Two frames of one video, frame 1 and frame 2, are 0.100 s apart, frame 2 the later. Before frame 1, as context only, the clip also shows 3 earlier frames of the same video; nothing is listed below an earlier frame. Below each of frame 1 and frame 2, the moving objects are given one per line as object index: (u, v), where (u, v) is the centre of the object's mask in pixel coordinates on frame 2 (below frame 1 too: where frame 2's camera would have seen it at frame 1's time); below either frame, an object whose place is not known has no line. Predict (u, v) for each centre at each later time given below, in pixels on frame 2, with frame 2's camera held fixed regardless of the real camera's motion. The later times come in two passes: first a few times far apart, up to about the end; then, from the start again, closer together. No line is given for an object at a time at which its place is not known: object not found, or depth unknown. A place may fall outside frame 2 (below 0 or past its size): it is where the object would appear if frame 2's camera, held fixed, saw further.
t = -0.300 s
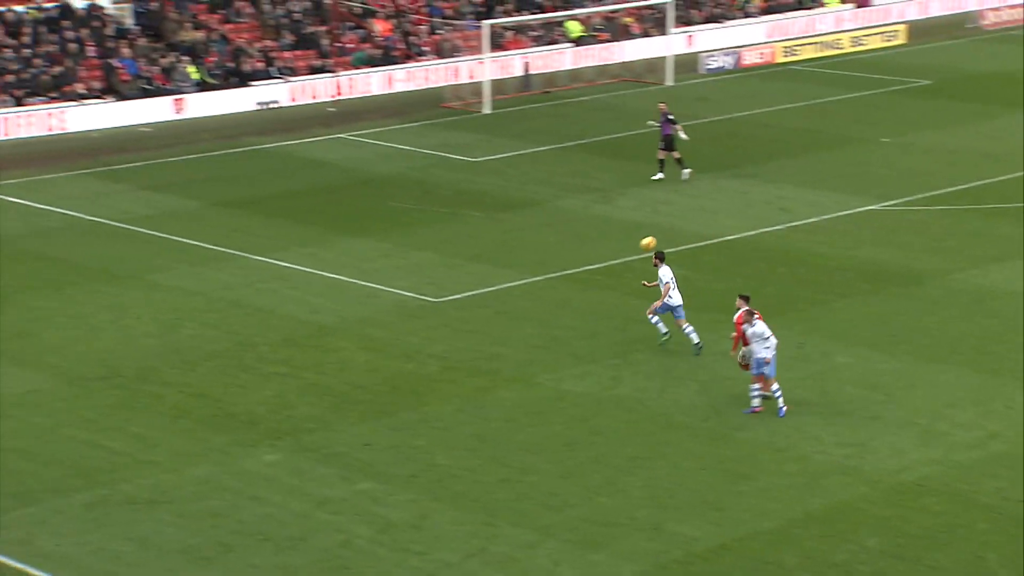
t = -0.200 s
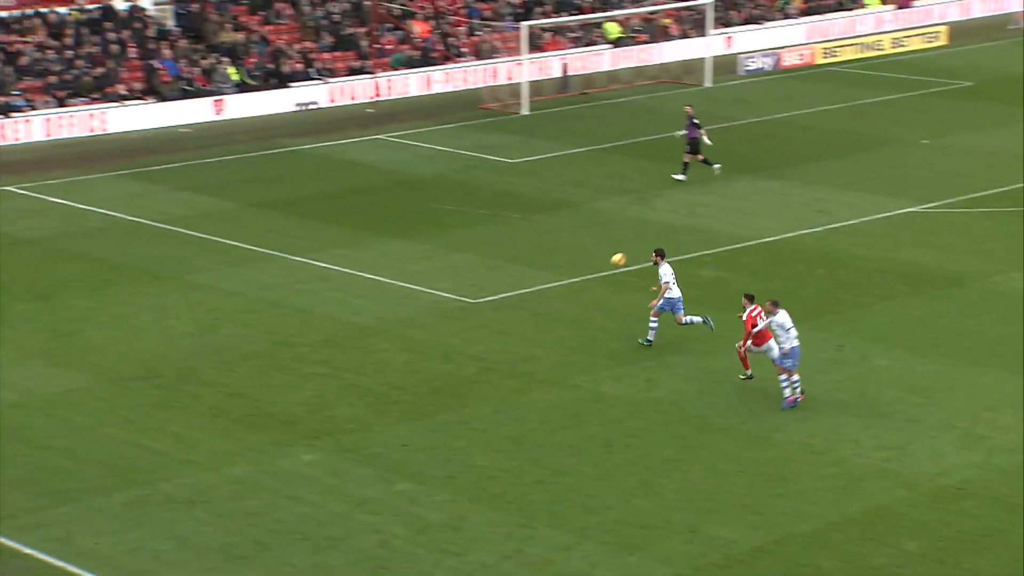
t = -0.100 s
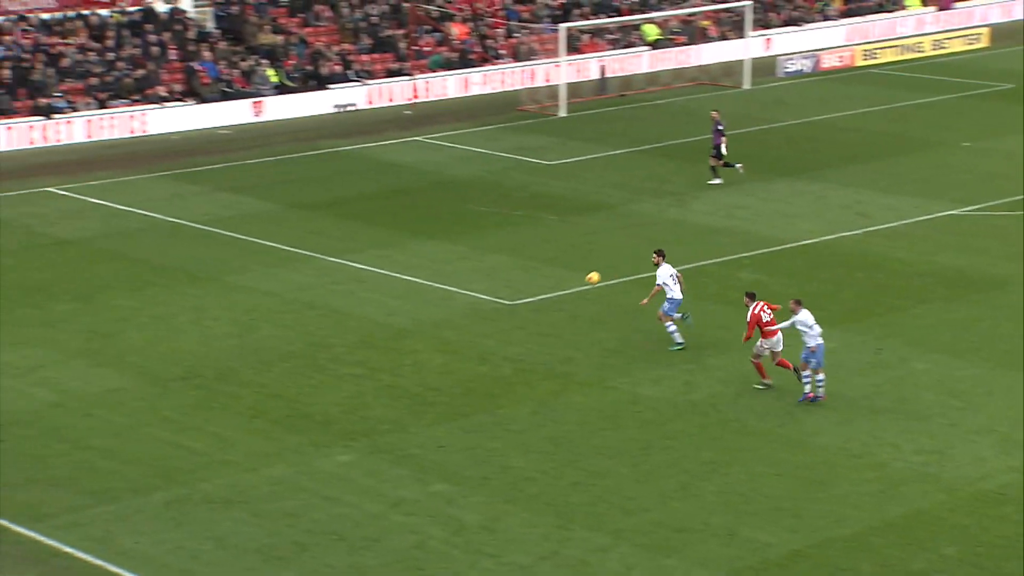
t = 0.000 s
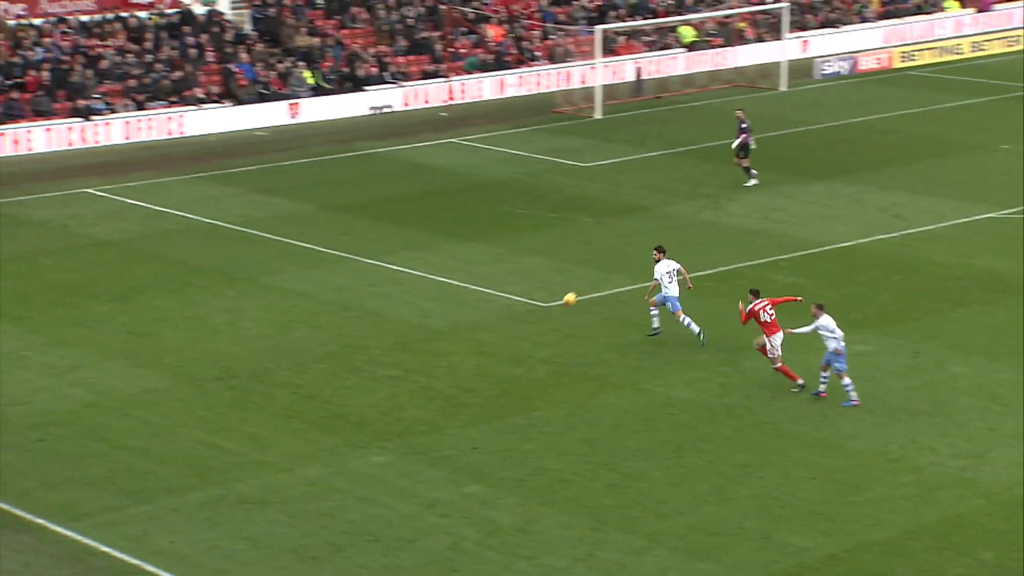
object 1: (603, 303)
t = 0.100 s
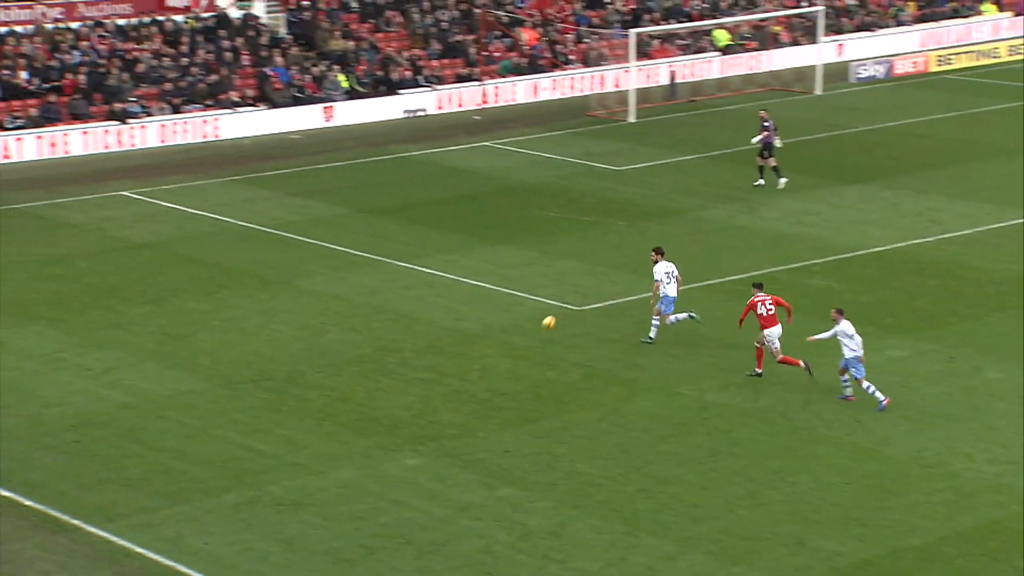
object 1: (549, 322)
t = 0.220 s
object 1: (498, 307)
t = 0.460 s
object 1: (415, 257)
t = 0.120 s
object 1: (538, 327)
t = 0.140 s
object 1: (528, 331)
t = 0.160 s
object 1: (520, 327)
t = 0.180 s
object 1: (512, 319)
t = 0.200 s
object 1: (505, 313)
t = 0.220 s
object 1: (498, 307)
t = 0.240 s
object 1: (490, 301)
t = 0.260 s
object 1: (483, 296)
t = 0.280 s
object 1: (476, 291)
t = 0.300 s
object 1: (469, 286)
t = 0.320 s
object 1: (462, 282)
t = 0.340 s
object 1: (455, 277)
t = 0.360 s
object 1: (448, 273)
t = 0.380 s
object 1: (441, 269)
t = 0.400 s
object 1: (435, 266)
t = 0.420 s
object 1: (428, 263)
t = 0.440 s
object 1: (422, 260)
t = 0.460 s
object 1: (415, 257)
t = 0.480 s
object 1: (409, 255)
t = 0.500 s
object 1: (403, 253)
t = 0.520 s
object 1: (396, 252)
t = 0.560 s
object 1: (384, 248)
